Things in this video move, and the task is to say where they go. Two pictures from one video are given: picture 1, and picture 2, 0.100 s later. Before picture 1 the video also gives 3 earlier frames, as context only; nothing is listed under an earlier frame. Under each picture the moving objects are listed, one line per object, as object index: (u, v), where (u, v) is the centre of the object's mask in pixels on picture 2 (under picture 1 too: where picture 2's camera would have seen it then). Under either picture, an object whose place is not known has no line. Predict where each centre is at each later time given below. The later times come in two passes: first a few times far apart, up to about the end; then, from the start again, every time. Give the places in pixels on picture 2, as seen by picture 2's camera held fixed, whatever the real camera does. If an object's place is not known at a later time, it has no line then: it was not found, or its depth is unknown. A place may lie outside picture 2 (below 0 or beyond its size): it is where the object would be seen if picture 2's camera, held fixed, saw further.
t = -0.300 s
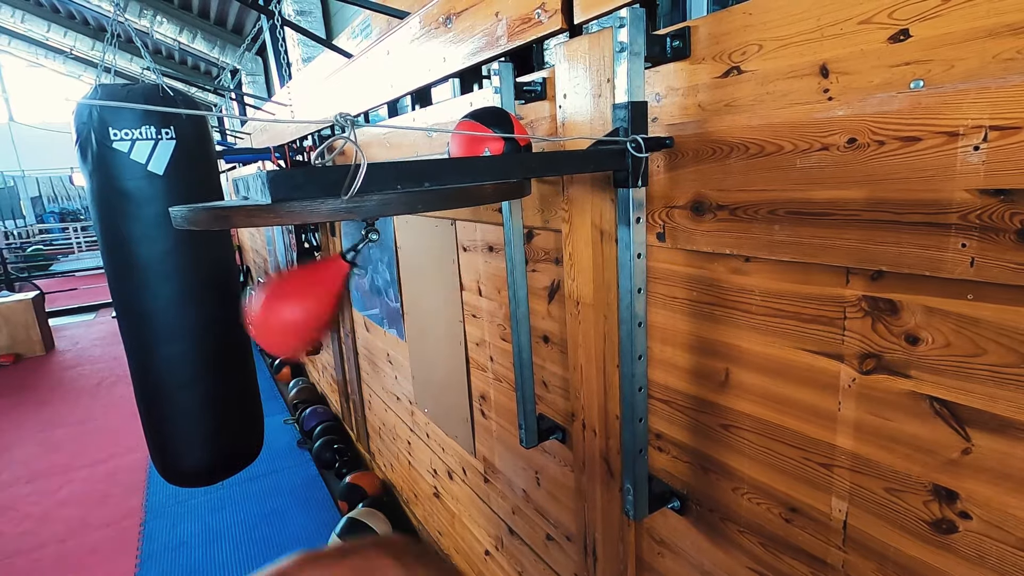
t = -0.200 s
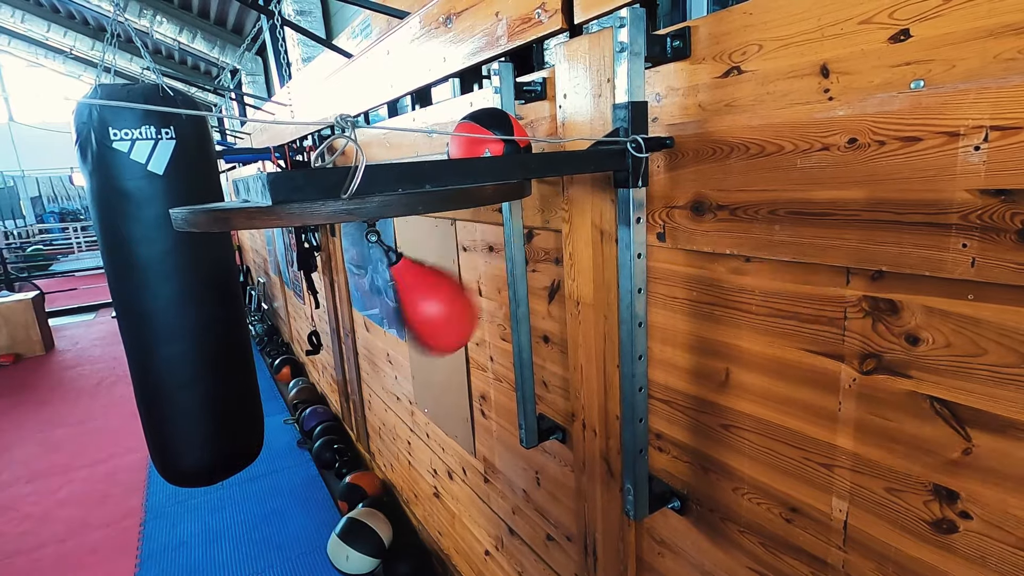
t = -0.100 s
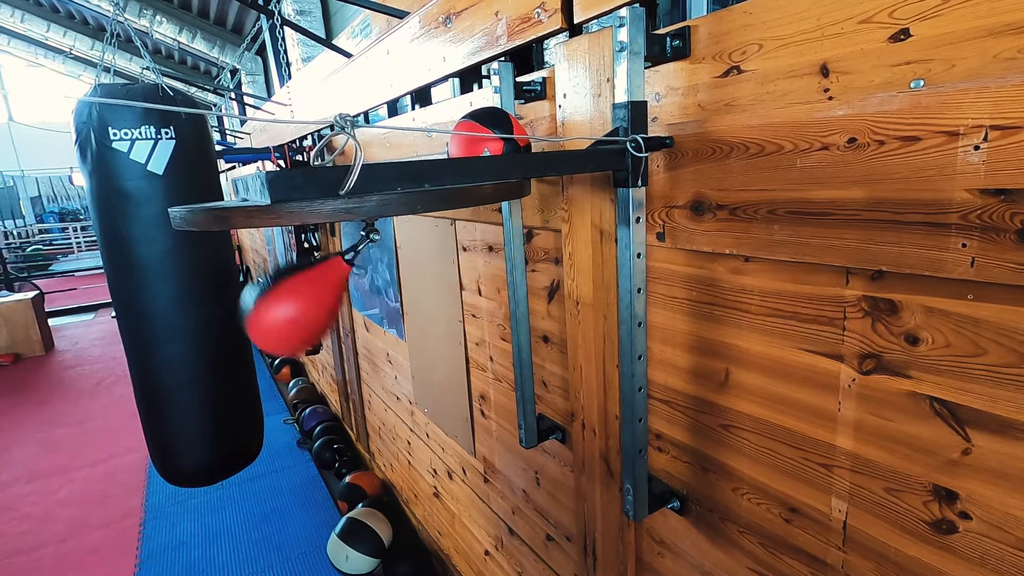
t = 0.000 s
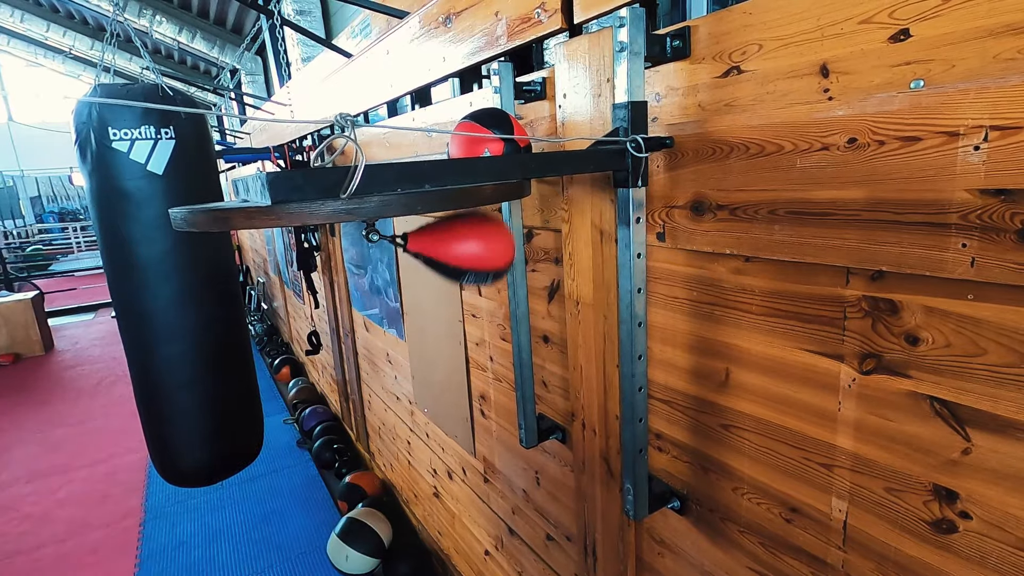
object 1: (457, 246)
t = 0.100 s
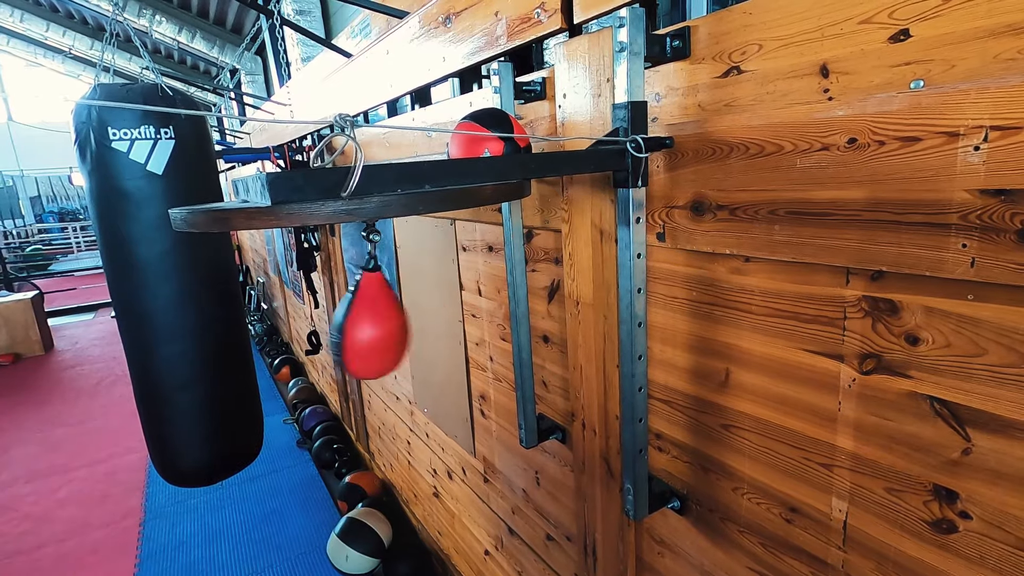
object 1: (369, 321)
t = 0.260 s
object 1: (347, 323)
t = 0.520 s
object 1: (385, 318)
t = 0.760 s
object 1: (330, 317)
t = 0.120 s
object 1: (335, 318)
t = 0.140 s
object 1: (304, 303)
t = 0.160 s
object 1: (281, 279)
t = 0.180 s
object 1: (271, 258)
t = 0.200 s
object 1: (279, 276)
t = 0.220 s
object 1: (296, 298)
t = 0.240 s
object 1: (320, 315)
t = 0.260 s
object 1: (347, 323)
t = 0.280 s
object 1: (375, 324)
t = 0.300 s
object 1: (401, 316)
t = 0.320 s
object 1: (423, 304)
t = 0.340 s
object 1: (440, 287)
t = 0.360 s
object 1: (450, 266)
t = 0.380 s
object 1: (455, 246)
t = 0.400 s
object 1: (455, 237)
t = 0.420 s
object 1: (453, 250)
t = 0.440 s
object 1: (447, 267)
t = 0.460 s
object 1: (437, 284)
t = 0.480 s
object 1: (424, 298)
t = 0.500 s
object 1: (406, 310)
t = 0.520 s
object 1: (385, 318)
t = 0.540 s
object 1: (363, 321)
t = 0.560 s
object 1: (341, 319)
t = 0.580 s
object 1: (320, 312)
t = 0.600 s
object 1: (301, 301)
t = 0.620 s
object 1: (286, 287)
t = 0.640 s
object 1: (277, 272)
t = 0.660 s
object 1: (272, 261)
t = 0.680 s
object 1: (276, 269)
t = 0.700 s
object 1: (284, 284)
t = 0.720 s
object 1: (295, 297)
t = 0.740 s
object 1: (310, 308)
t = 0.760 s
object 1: (330, 317)
